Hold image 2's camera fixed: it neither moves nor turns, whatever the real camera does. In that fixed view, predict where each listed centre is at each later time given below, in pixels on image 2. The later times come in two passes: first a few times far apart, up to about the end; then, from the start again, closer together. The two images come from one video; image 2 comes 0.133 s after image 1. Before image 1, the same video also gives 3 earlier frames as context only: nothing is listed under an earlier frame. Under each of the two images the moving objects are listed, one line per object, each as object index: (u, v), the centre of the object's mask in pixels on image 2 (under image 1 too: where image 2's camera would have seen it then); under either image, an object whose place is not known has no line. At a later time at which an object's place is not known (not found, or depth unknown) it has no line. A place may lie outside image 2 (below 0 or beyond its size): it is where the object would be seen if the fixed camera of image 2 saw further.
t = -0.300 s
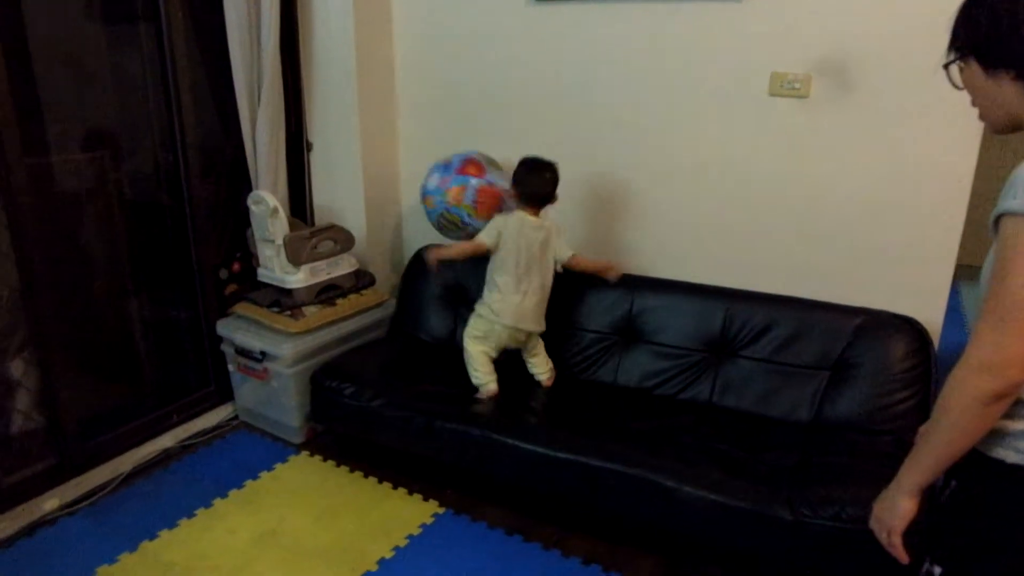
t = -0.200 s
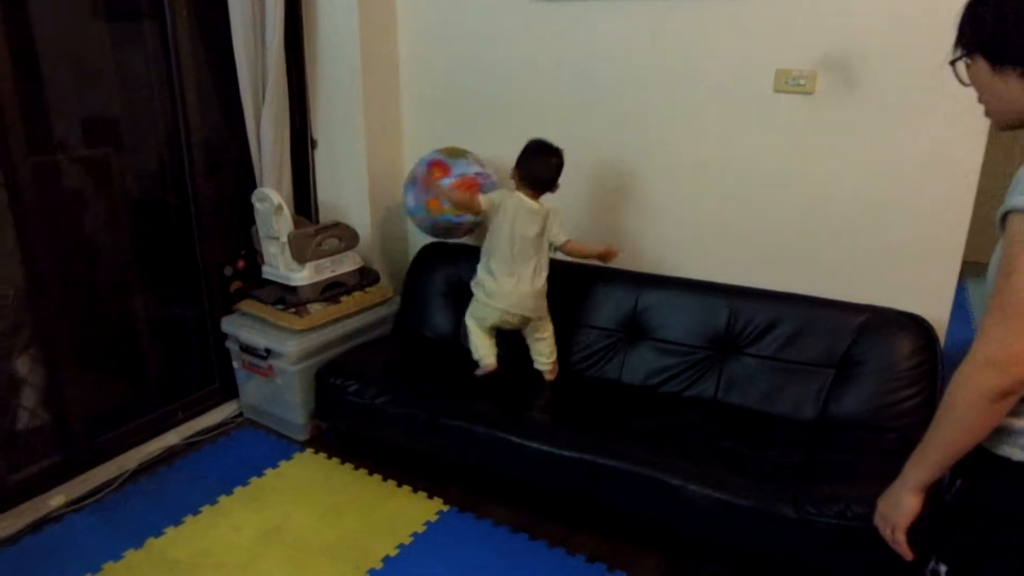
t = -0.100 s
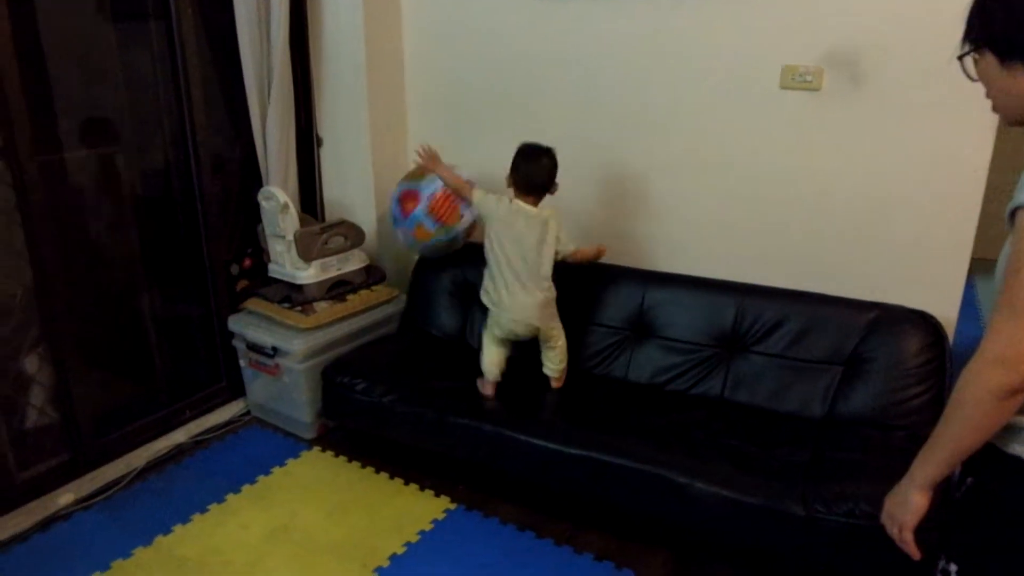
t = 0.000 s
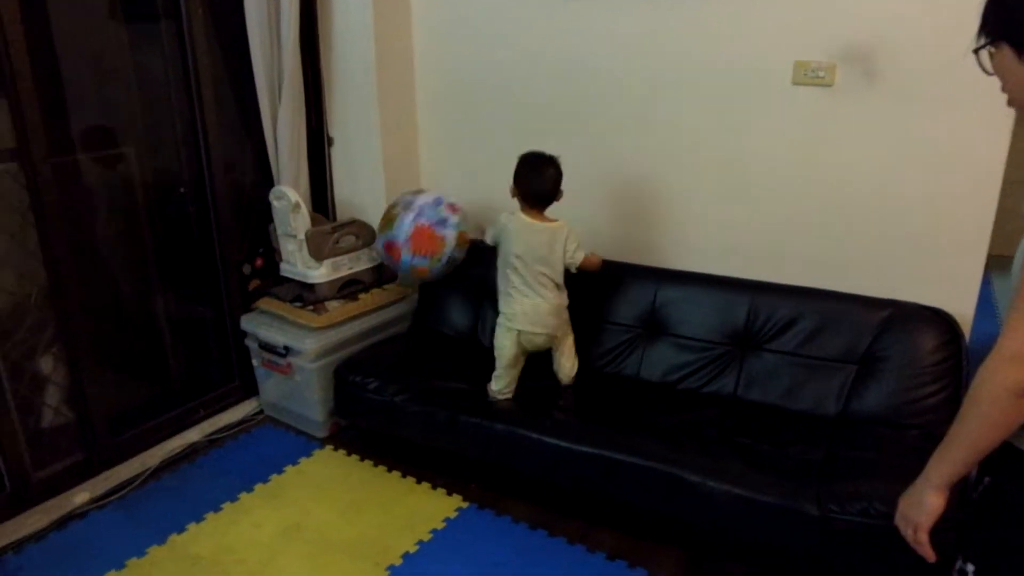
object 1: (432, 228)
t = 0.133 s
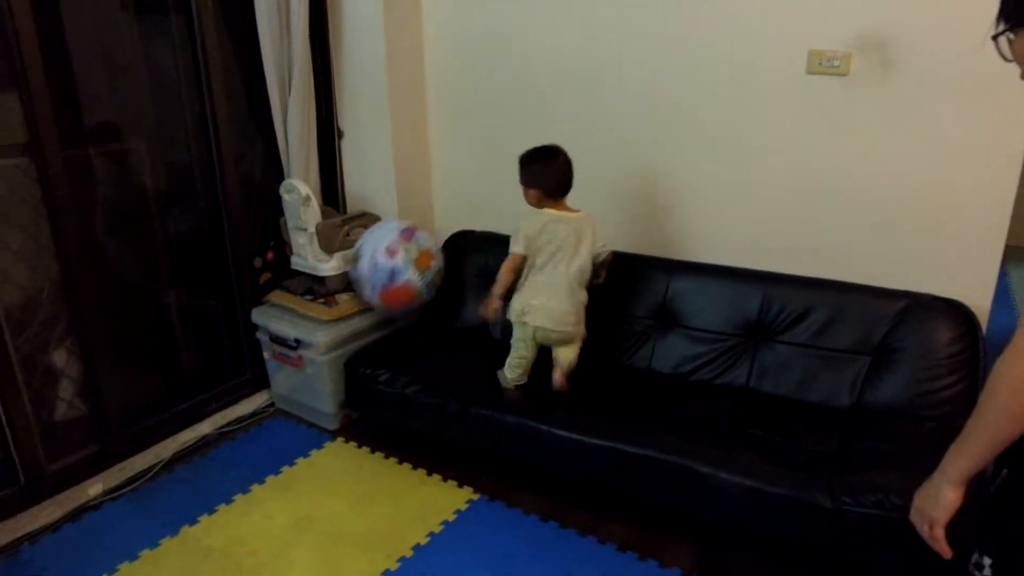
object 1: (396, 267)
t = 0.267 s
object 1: (379, 280)
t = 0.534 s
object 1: (340, 361)
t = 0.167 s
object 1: (390, 273)
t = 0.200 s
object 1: (386, 273)
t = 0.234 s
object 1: (382, 276)
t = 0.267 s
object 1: (379, 280)
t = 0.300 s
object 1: (376, 287)
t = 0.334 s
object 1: (372, 298)
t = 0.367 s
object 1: (369, 310)
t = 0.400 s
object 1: (367, 323)
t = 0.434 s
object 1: (360, 332)
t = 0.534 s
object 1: (340, 361)
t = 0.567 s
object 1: (333, 377)
